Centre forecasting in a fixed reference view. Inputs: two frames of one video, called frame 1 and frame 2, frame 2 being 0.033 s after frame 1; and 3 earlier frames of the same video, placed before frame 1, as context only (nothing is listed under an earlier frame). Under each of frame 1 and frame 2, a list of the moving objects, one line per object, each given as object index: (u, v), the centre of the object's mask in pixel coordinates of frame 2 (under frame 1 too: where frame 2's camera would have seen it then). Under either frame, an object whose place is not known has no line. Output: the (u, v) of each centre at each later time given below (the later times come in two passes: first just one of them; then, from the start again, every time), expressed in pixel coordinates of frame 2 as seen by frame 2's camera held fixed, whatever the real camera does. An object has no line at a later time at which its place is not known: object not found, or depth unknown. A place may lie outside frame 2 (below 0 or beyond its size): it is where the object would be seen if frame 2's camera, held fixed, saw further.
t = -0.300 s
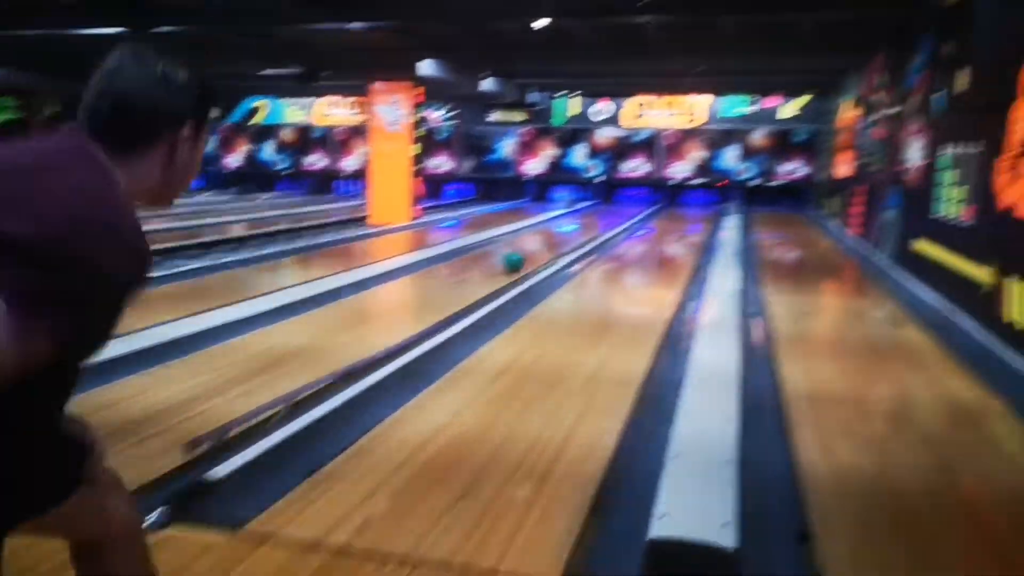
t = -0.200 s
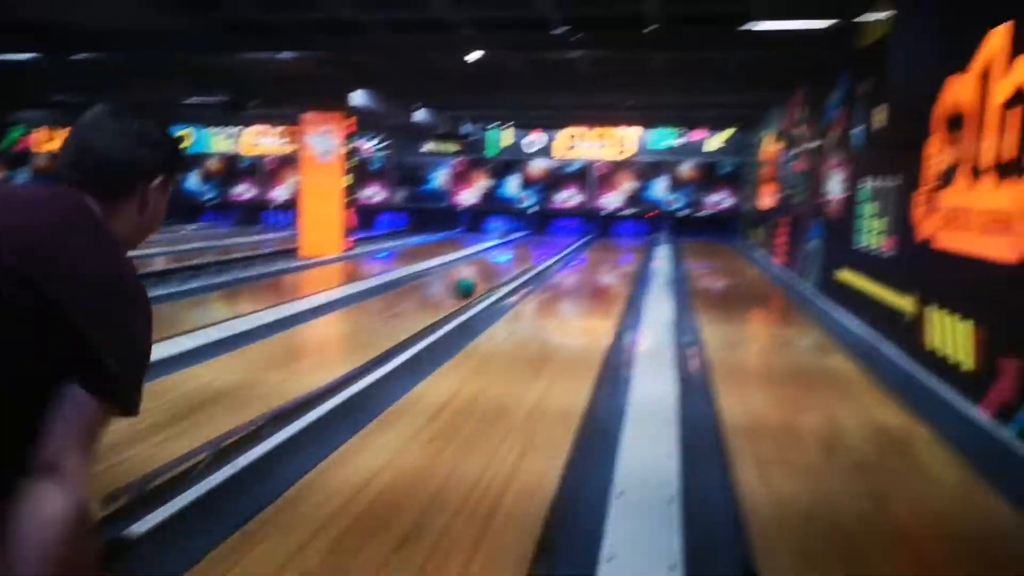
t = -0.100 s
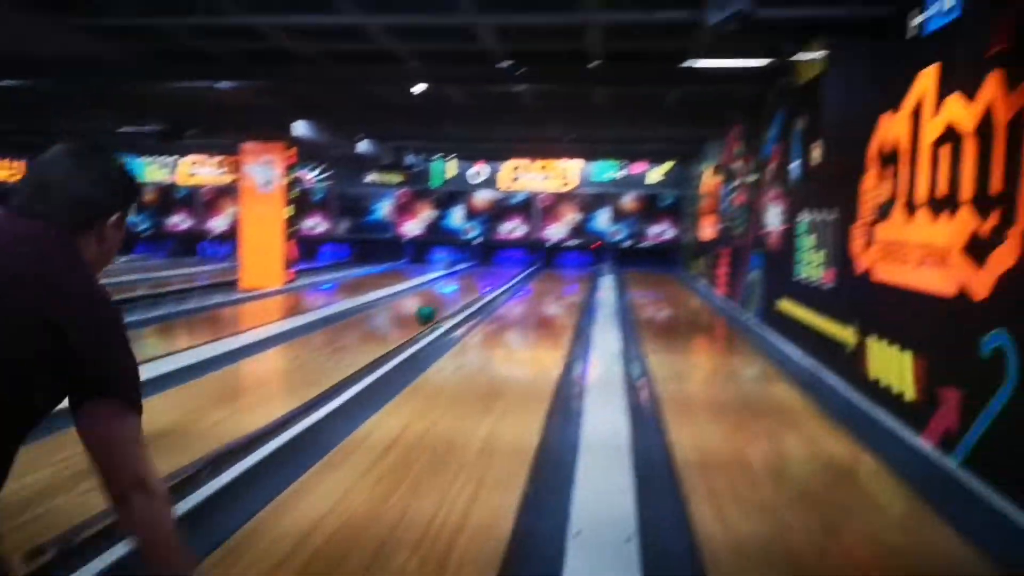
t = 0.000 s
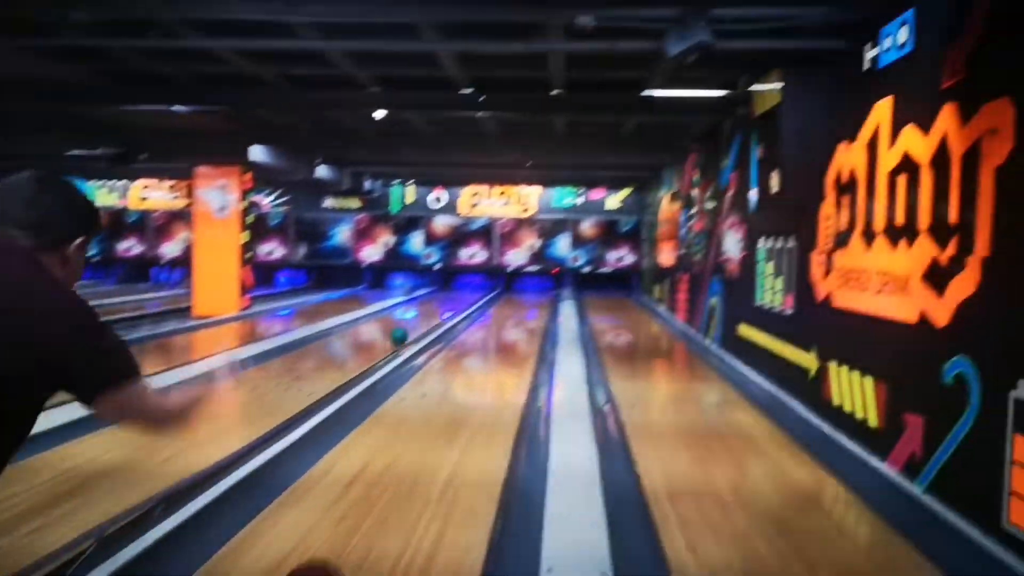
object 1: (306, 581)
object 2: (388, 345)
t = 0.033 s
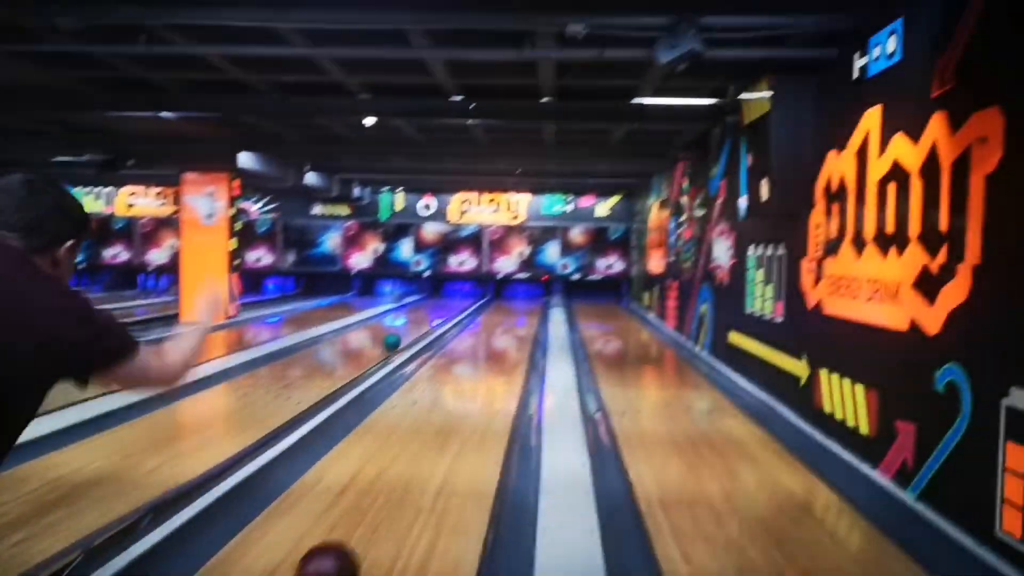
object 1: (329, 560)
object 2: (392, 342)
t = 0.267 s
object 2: (415, 332)
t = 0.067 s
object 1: (350, 540)
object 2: (395, 342)
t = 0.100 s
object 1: (367, 519)
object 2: (399, 340)
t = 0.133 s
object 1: (381, 499)
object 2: (402, 338)
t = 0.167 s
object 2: (405, 337)
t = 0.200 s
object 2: (409, 334)
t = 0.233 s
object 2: (412, 333)
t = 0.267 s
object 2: (415, 332)
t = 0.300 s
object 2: (418, 331)
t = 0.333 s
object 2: (420, 330)
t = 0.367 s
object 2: (423, 329)
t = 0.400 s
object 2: (426, 329)
